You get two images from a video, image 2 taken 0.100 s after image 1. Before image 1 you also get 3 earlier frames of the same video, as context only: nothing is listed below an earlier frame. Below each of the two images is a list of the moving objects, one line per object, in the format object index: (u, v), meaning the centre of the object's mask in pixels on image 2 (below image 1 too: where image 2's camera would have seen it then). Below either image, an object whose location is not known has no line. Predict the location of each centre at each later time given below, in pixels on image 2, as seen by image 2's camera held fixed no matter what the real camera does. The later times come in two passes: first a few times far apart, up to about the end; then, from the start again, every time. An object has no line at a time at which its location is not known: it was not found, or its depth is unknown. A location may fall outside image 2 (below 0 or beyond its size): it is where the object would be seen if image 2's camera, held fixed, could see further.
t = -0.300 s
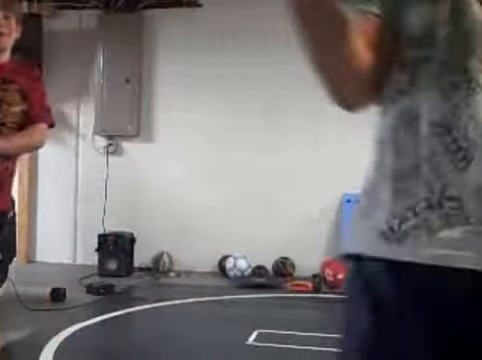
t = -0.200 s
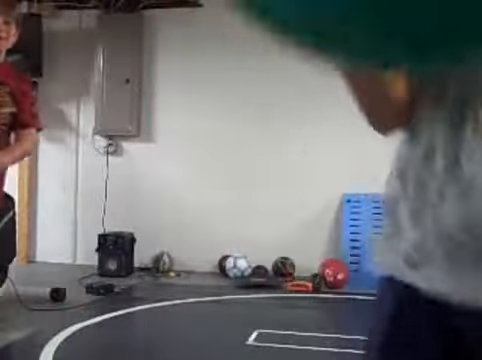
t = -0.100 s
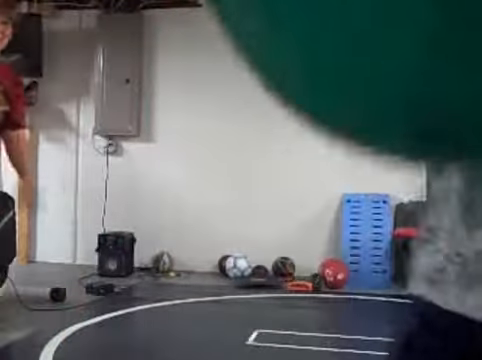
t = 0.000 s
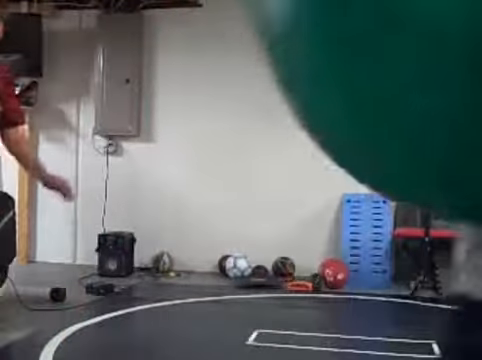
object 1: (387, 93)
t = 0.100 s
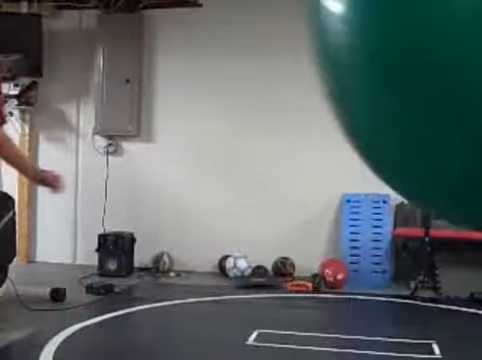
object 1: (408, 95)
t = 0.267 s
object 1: (415, 104)
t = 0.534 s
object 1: (416, 85)
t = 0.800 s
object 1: (453, 107)
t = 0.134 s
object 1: (414, 100)
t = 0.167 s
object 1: (417, 100)
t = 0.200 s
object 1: (418, 102)
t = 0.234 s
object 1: (418, 103)
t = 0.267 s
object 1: (415, 104)
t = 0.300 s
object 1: (413, 100)
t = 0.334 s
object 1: (411, 95)
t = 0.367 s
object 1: (409, 90)
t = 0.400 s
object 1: (408, 87)
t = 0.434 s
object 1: (407, 85)
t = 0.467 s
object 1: (409, 85)
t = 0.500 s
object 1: (412, 85)
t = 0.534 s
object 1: (416, 85)
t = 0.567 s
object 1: (420, 87)
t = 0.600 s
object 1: (425, 89)
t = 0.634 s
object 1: (431, 91)
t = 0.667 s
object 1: (435, 93)
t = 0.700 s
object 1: (440, 96)
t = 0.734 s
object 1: (445, 99)
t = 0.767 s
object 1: (447, 104)
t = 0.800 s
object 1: (453, 107)
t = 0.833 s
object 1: (456, 110)
